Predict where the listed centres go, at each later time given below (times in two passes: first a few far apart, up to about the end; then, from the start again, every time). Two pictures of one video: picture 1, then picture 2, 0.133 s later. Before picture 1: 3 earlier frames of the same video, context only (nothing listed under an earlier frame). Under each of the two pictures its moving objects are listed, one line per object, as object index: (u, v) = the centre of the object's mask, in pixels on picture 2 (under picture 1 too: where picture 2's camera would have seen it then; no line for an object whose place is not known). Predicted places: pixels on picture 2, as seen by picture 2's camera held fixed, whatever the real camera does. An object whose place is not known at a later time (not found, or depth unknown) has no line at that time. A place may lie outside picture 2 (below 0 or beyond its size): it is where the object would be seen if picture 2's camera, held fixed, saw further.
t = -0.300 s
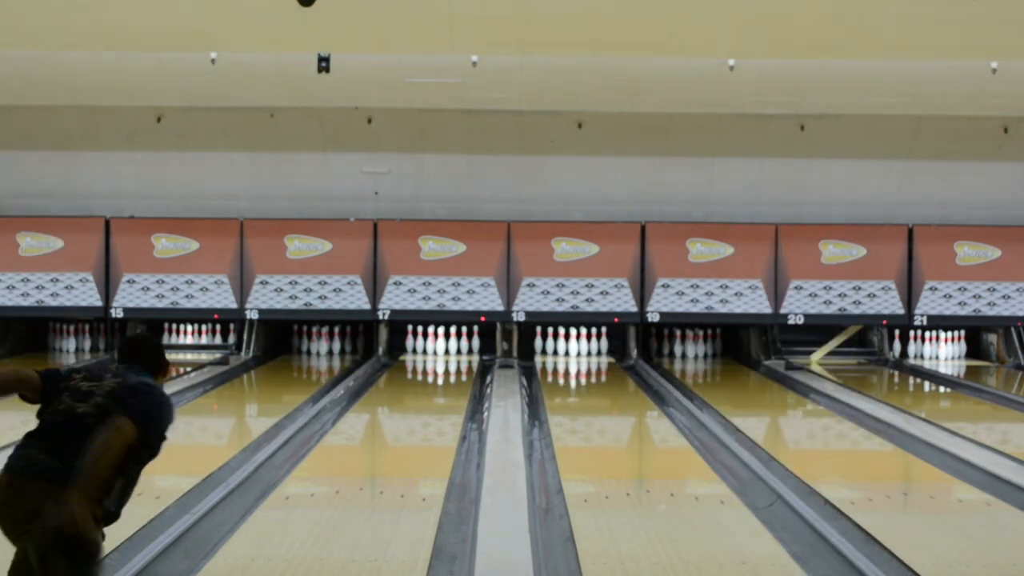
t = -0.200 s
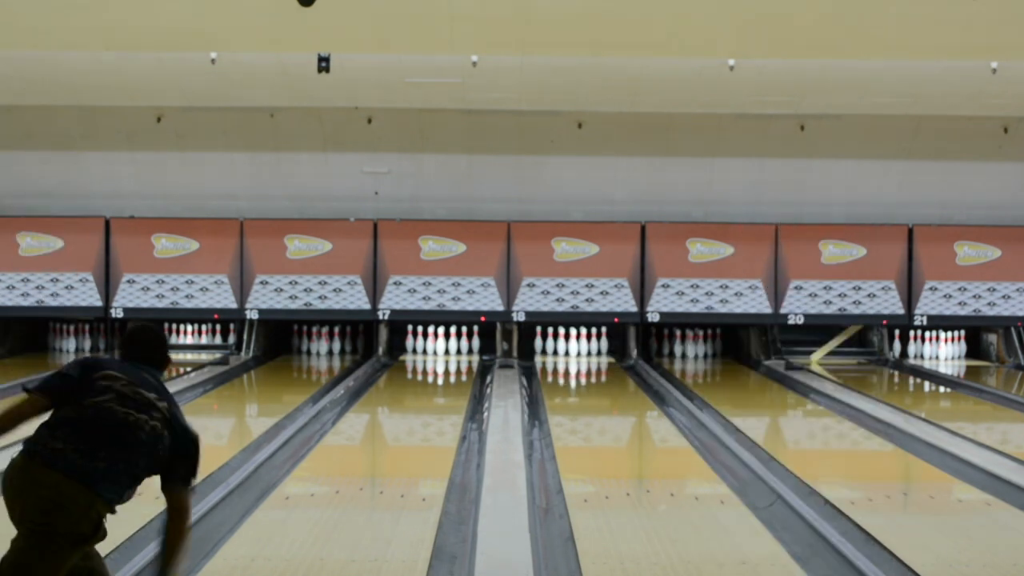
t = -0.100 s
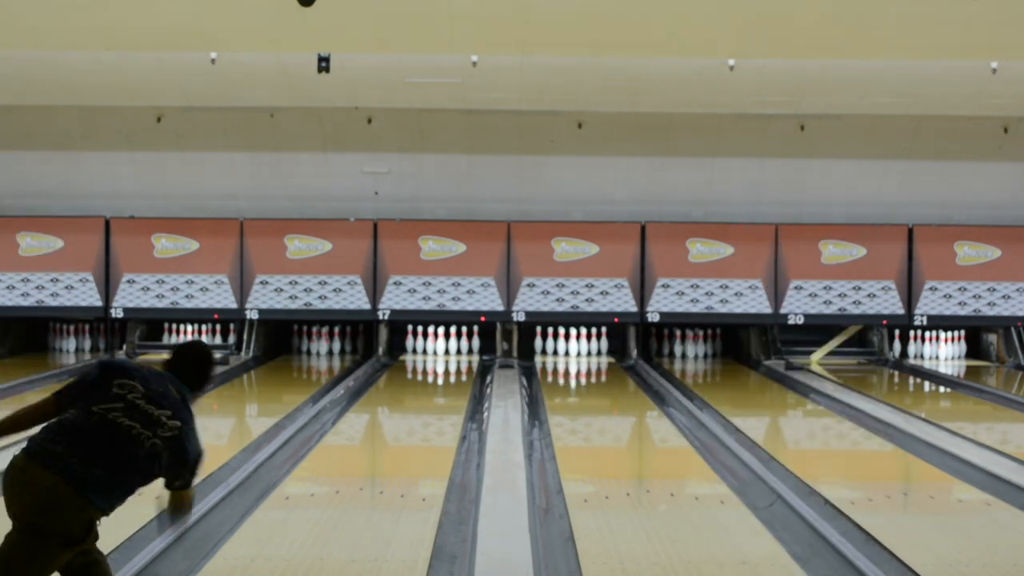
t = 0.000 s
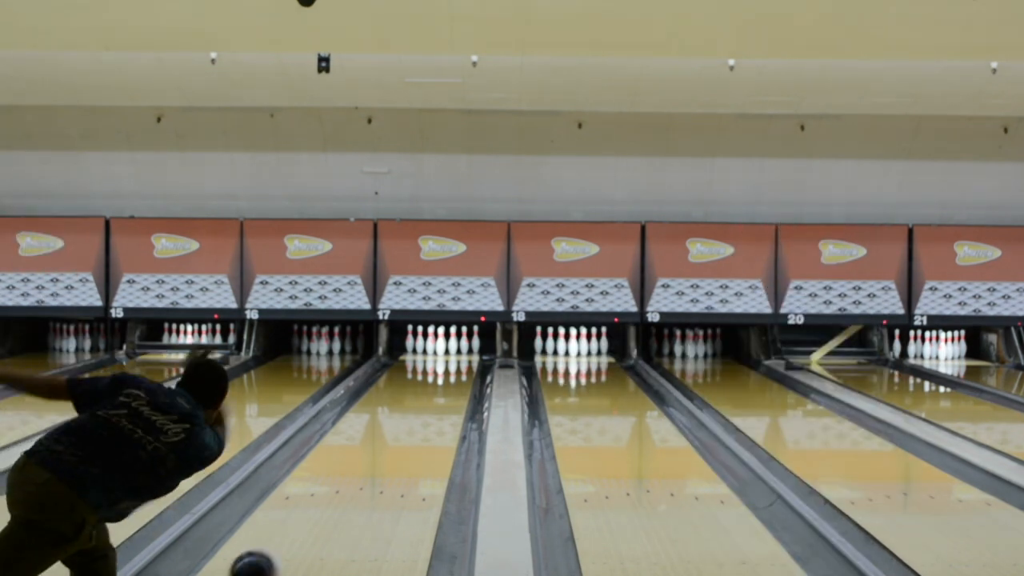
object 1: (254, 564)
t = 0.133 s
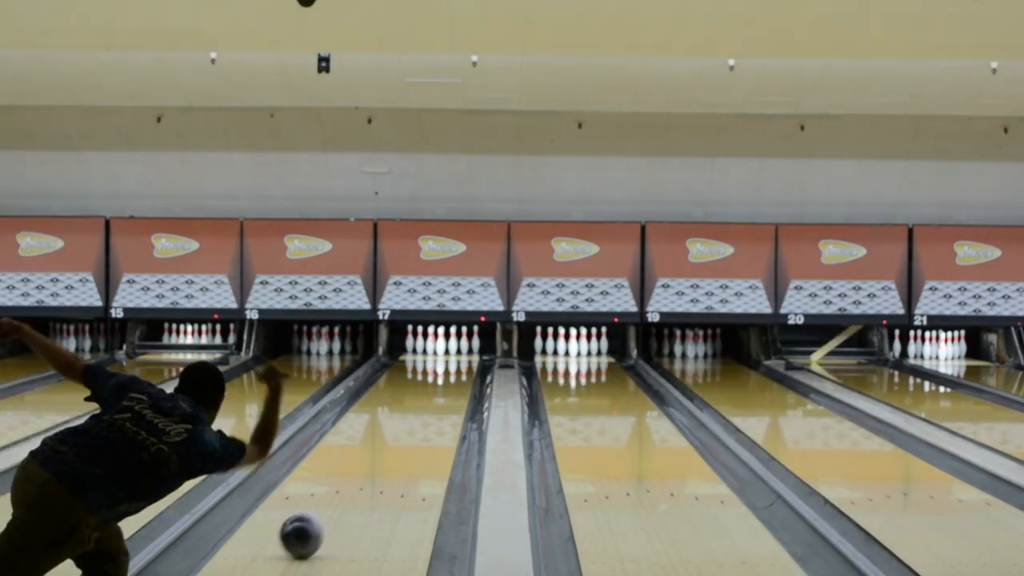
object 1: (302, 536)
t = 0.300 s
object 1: (346, 498)
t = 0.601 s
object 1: (402, 452)
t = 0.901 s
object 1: (438, 419)
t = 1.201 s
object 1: (460, 396)
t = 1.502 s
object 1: (469, 379)
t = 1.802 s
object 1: (462, 365)
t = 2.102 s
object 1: (450, 355)
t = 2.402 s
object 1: (440, 346)
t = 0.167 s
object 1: (311, 527)
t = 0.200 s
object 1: (321, 519)
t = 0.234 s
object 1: (329, 511)
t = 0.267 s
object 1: (338, 504)
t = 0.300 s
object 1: (346, 498)
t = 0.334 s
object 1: (354, 491)
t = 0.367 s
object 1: (361, 486)
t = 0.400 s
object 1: (368, 480)
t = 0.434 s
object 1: (374, 475)
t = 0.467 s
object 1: (380, 470)
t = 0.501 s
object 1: (386, 465)
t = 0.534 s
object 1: (392, 461)
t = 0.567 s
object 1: (397, 456)
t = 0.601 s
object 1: (402, 452)
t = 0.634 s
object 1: (407, 448)
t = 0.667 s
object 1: (411, 444)
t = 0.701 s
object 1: (416, 440)
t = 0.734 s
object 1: (420, 436)
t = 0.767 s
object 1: (424, 432)
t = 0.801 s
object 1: (427, 429)
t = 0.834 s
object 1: (431, 426)
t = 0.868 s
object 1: (434, 422)
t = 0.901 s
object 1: (438, 419)
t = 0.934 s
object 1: (441, 416)
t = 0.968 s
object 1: (444, 413)
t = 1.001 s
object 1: (447, 410)
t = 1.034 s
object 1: (449, 407)
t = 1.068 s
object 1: (452, 405)
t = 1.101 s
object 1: (454, 402)
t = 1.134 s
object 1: (456, 400)
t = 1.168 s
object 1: (458, 398)
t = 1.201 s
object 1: (460, 396)
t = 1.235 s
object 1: (462, 393)
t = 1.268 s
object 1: (463, 391)
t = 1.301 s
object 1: (464, 389)
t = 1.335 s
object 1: (464, 387)
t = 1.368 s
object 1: (465, 385)
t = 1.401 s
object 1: (467, 383)
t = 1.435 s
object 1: (468, 382)
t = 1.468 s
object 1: (468, 381)
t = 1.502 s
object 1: (469, 379)
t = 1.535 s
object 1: (468, 377)
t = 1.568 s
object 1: (468, 375)
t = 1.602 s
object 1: (468, 374)
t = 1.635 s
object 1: (467, 372)
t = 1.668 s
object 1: (467, 370)
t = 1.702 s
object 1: (466, 369)
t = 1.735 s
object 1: (464, 368)
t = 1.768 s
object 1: (463, 367)
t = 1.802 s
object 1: (462, 365)
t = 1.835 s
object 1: (461, 364)
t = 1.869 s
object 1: (459, 363)
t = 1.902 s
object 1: (458, 361)
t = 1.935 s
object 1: (457, 360)
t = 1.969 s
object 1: (454, 359)
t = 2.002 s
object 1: (454, 358)
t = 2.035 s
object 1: (452, 356)
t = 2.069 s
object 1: (452, 356)
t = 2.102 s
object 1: (450, 355)
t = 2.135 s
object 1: (449, 354)
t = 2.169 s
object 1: (447, 352)
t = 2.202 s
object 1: (446, 352)
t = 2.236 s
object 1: (444, 350)
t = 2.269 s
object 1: (443, 349)
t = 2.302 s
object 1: (442, 348)
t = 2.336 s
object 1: (442, 347)
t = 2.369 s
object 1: (442, 347)
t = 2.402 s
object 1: (440, 346)
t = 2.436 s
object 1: (439, 345)
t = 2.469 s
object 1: (435, 345)
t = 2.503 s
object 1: (434, 345)
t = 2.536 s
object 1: (433, 344)
